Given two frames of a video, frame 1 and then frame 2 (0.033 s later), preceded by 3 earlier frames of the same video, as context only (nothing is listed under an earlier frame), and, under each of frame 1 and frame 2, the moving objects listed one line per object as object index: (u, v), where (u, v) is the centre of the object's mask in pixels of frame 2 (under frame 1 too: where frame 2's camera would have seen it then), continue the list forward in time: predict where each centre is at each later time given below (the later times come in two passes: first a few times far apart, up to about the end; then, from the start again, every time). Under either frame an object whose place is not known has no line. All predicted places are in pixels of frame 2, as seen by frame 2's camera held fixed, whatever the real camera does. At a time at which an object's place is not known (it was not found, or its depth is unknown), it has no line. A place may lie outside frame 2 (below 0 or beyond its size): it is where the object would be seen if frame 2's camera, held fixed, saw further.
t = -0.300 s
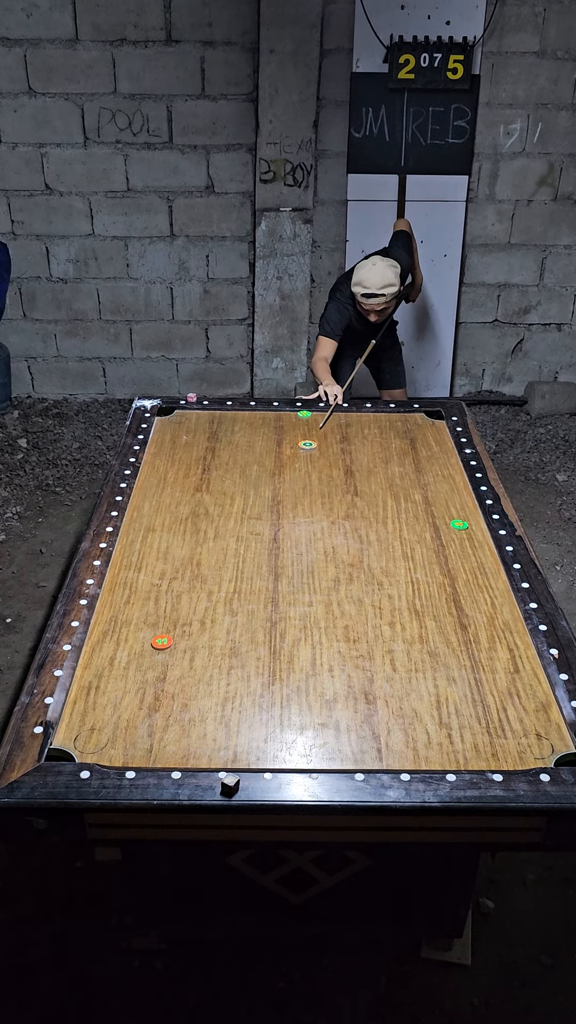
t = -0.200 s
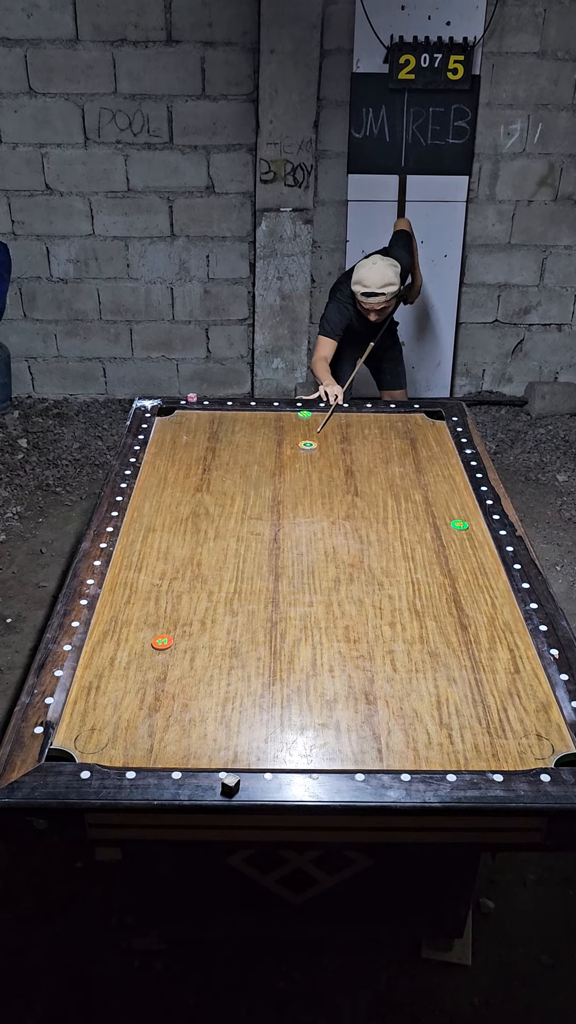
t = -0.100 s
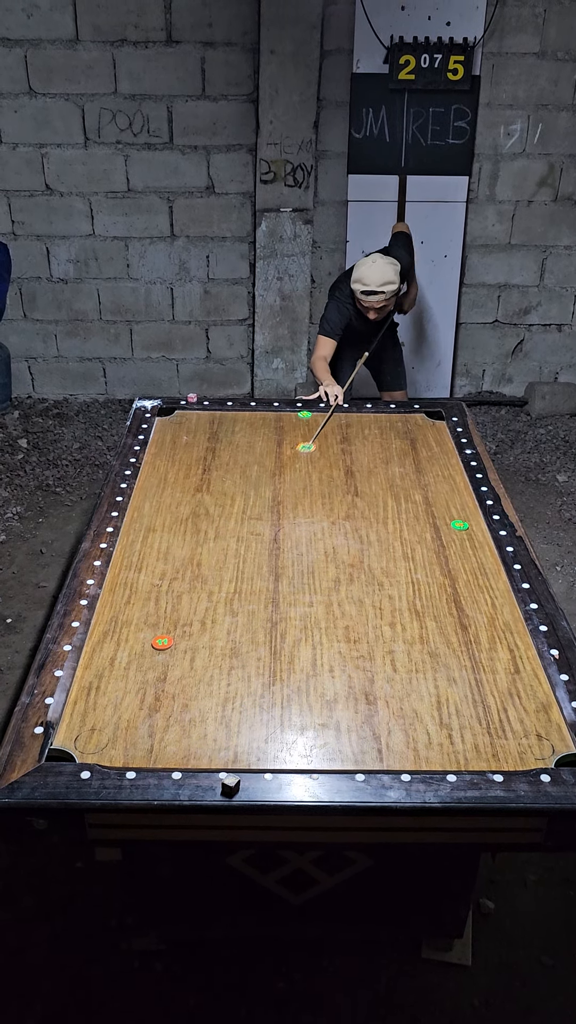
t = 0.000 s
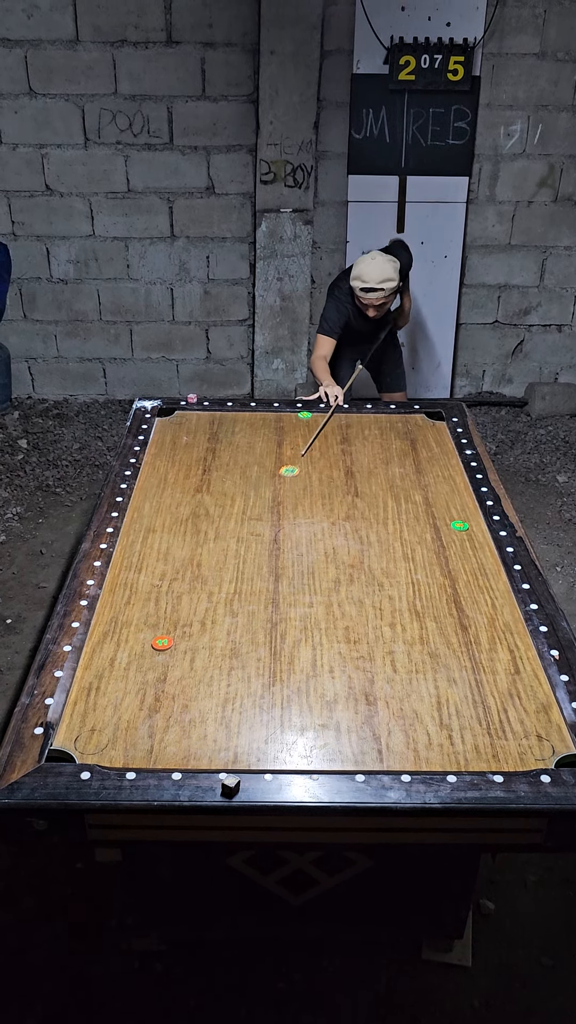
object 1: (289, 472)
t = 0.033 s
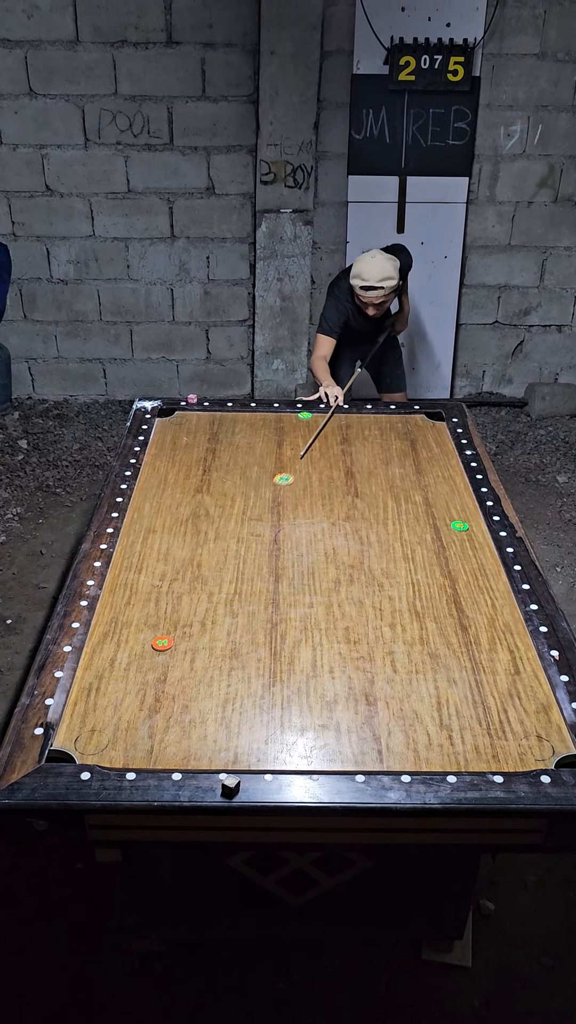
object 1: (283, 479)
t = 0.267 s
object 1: (242, 539)
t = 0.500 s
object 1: (196, 603)
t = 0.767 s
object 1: (166, 656)
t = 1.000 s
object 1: (156, 679)
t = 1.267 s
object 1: (153, 684)
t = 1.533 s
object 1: (153, 684)
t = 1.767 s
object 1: (153, 683)
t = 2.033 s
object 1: (153, 684)
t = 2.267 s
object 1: (153, 683)
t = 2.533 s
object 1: (153, 684)
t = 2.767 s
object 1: (153, 684)
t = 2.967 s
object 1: (153, 684)
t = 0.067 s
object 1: (278, 488)
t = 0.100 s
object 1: (272, 496)
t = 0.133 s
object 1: (266, 504)
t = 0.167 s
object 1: (260, 513)
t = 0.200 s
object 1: (253, 521)
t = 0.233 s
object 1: (248, 531)
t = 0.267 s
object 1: (242, 539)
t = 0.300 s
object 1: (235, 548)
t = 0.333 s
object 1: (228, 557)
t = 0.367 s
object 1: (222, 567)
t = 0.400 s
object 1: (216, 576)
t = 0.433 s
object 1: (209, 585)
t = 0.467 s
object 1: (202, 594)
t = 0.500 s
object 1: (196, 603)
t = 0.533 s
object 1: (189, 613)
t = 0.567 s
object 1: (183, 623)
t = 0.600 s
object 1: (177, 631)
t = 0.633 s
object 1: (174, 637)
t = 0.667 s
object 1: (172, 642)
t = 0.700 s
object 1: (170, 647)
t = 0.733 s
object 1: (167, 652)
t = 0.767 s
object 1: (166, 656)
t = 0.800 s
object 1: (164, 660)
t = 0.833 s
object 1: (162, 664)
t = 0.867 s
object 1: (160, 667)
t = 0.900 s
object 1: (159, 671)
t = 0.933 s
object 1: (158, 674)
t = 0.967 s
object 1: (157, 677)
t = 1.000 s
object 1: (156, 679)
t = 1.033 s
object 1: (155, 680)
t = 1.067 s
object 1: (154, 682)
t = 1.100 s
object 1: (154, 683)
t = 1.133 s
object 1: (153, 684)
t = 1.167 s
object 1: (153, 684)
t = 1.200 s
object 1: (153, 684)
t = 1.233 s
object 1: (153, 684)
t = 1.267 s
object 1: (153, 684)
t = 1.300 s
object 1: (153, 684)
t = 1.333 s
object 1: (153, 684)
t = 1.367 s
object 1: (153, 684)
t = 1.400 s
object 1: (153, 684)
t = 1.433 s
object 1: (153, 684)
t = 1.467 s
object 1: (153, 683)
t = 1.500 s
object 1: (153, 684)
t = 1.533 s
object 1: (153, 684)
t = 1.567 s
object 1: (153, 684)
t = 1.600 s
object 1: (153, 684)
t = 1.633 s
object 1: (153, 684)
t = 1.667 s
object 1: (153, 684)
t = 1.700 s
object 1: (153, 683)
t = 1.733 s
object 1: (153, 683)
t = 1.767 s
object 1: (153, 683)
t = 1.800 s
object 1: (153, 683)
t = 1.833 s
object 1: (153, 684)
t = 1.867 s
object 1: (153, 683)
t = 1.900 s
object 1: (153, 684)
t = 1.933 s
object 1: (153, 684)
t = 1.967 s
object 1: (153, 684)
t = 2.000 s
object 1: (153, 684)
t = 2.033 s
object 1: (153, 684)
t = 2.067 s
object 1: (153, 683)
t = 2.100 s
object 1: (153, 684)
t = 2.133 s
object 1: (153, 684)
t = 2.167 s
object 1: (153, 684)
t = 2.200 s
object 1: (153, 684)
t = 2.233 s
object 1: (153, 683)
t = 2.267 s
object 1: (153, 683)
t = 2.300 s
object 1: (153, 683)
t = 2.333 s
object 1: (153, 683)
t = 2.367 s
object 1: (153, 683)
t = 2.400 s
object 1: (153, 684)
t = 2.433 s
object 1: (153, 684)
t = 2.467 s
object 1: (153, 683)
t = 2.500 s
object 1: (153, 684)
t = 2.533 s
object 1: (153, 684)
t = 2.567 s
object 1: (153, 684)
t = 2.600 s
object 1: (153, 683)
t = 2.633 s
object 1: (153, 683)
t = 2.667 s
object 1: (153, 684)
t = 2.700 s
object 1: (153, 684)
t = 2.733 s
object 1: (153, 684)
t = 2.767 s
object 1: (153, 684)
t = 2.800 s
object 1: (153, 684)
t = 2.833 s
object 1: (153, 684)
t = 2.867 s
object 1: (153, 684)
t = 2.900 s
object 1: (153, 684)
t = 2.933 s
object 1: (153, 684)
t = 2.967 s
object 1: (153, 684)
